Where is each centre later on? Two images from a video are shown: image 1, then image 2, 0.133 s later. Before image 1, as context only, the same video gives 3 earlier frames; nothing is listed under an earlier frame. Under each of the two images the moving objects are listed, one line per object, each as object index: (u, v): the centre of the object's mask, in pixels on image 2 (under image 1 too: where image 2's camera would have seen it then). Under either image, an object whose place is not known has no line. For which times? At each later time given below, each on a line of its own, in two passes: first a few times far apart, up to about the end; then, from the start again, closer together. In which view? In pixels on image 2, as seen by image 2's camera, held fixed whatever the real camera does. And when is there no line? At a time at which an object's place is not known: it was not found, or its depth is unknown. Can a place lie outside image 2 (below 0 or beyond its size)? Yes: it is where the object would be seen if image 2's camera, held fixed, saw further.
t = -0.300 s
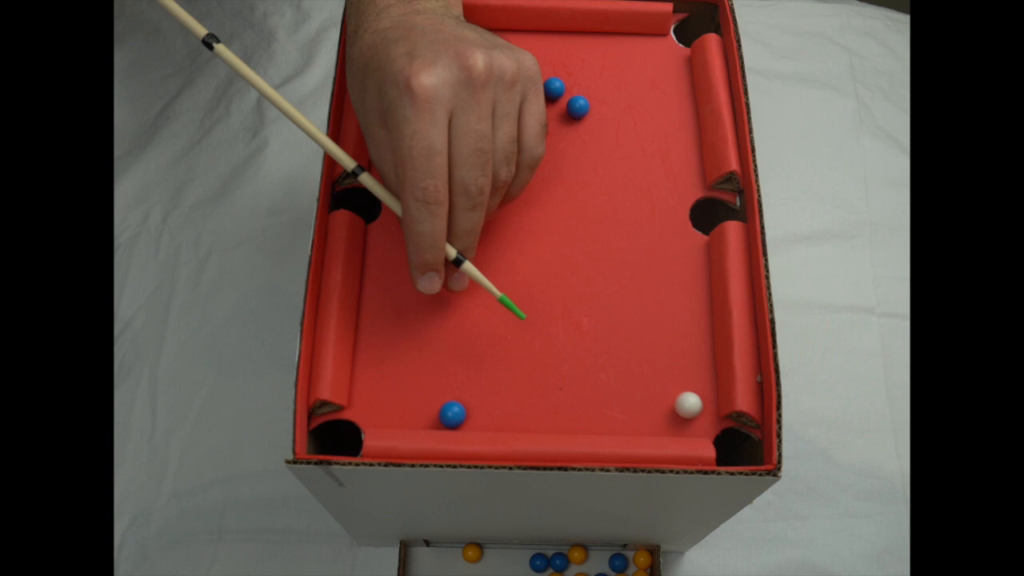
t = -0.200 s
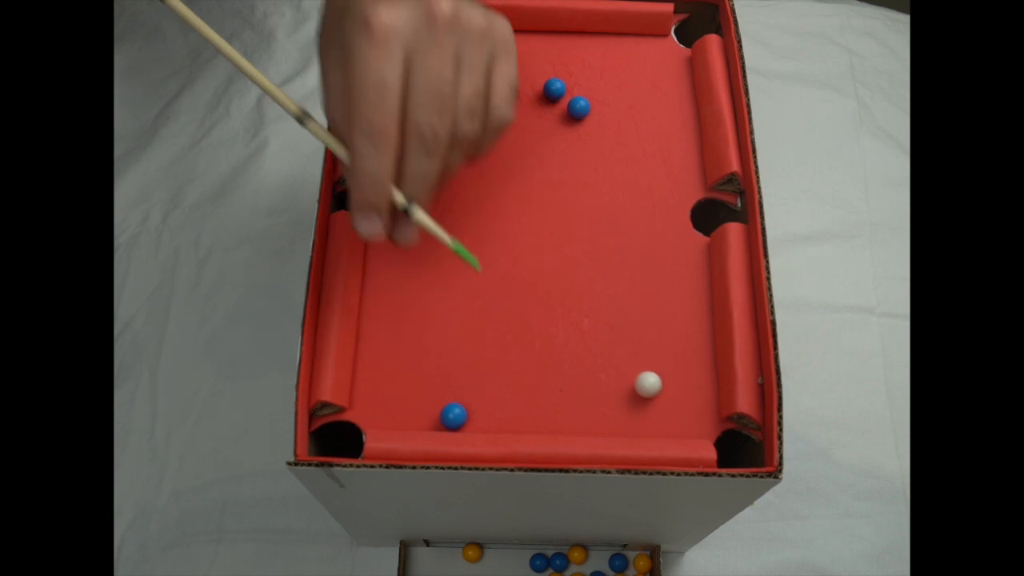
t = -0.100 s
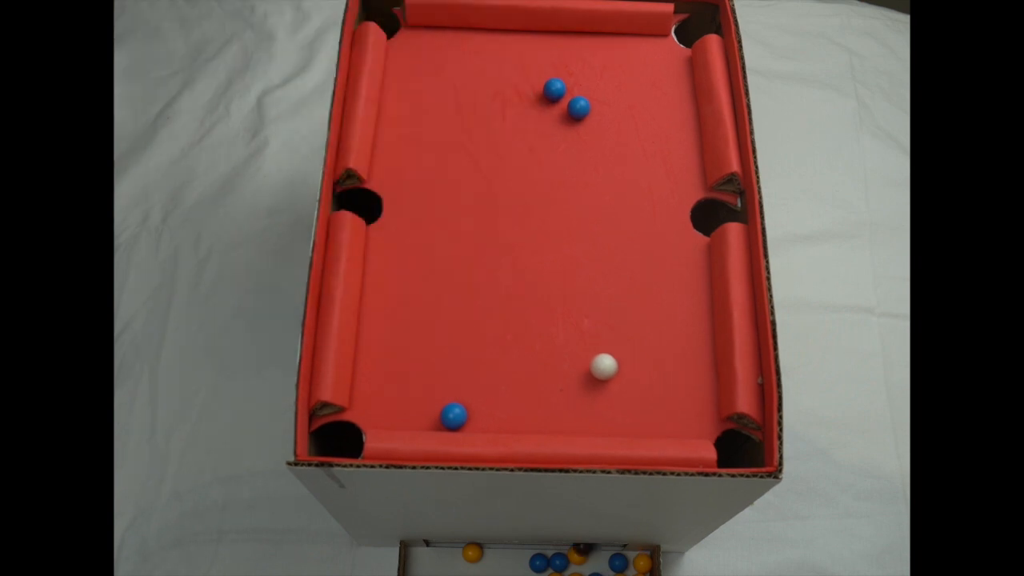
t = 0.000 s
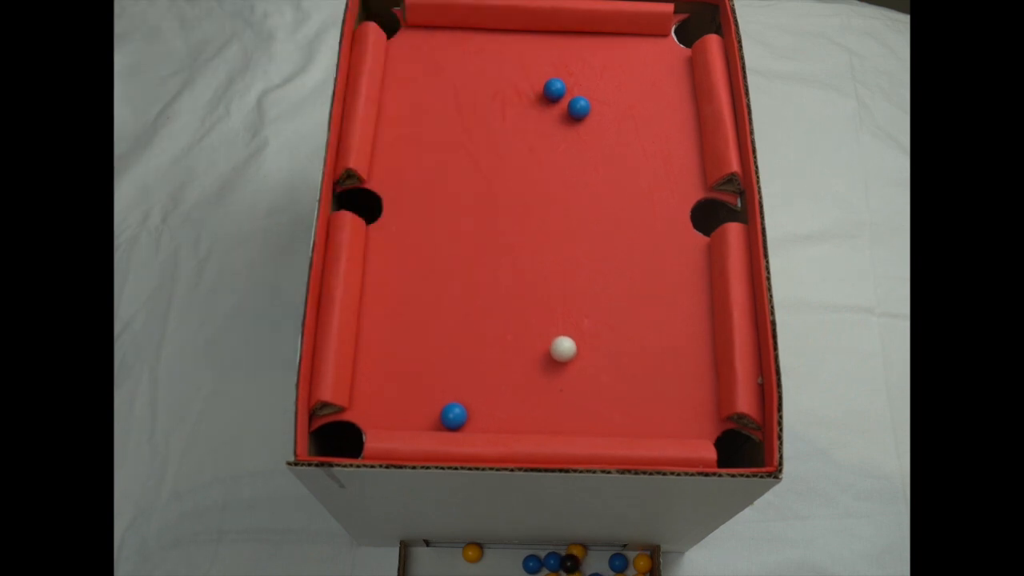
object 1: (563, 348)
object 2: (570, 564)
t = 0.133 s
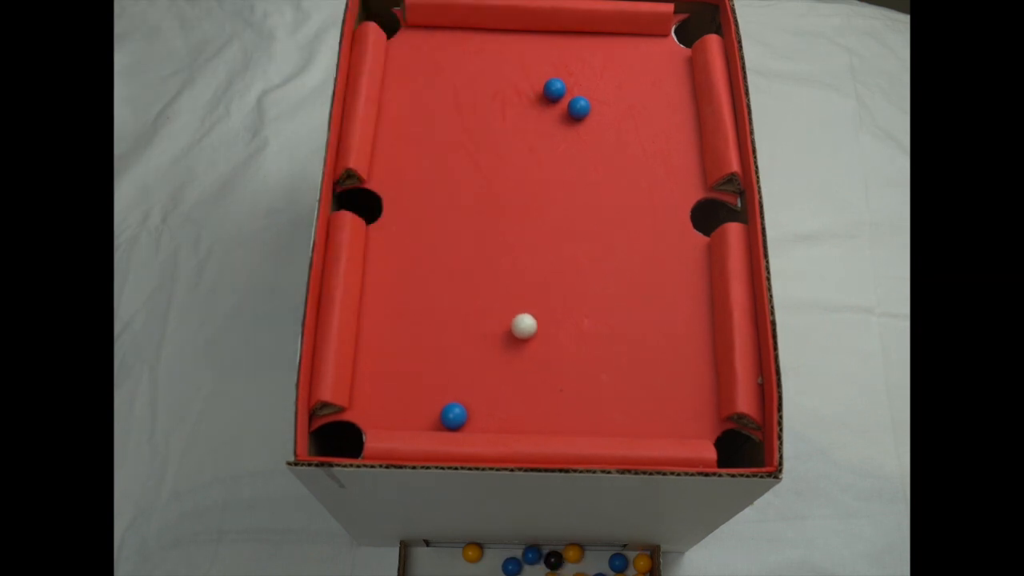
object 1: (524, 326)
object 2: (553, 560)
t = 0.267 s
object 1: (508, 312)
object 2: (542, 551)
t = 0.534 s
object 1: (537, 311)
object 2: (550, 556)
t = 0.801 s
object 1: (570, 332)
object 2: (547, 552)
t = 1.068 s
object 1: (590, 341)
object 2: (547, 552)
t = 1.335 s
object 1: (590, 342)
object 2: (547, 552)
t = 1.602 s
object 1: (590, 342)
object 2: (547, 552)
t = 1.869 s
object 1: (590, 342)
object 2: (547, 552)
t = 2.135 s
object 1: (590, 342)
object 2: (547, 552)
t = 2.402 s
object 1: (590, 342)
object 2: (547, 552)
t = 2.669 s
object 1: (590, 342)
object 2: (547, 552)
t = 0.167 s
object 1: (516, 322)
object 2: (550, 559)
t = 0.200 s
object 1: (511, 318)
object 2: (546, 556)
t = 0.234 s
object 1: (508, 315)
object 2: (544, 553)
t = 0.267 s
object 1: (508, 312)
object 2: (542, 551)
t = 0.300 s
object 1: (509, 310)
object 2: (542, 551)
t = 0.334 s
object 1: (512, 308)
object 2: (543, 551)
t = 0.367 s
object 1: (516, 307)
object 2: (546, 551)
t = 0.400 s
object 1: (520, 305)
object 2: (548, 551)
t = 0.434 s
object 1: (525, 305)
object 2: (550, 552)
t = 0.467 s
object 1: (530, 306)
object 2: (550, 554)
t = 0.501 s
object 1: (533, 308)
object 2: (550, 555)
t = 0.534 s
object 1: (537, 311)
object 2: (550, 556)
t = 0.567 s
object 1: (540, 315)
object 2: (549, 555)
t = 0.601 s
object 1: (544, 320)
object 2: (549, 554)
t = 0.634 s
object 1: (548, 323)
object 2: (548, 553)
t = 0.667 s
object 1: (551, 326)
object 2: (547, 552)
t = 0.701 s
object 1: (555, 328)
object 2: (547, 552)
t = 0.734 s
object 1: (560, 329)
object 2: (548, 552)
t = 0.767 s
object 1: (565, 331)
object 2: (548, 552)
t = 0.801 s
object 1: (570, 332)
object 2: (547, 552)
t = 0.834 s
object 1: (575, 333)
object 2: (547, 552)
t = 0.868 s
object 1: (579, 334)
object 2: (546, 552)
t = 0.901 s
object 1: (582, 335)
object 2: (547, 552)
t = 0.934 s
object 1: (585, 336)
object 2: (547, 552)
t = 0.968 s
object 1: (587, 338)
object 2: (547, 552)
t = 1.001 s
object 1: (588, 339)
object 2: (547, 552)
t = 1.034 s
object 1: (589, 340)
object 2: (547, 552)
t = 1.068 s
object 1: (590, 341)
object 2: (547, 552)
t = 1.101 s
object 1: (590, 341)
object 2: (547, 552)
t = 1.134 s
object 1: (590, 342)
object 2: (547, 552)
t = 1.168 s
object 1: (590, 342)
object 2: (547, 552)
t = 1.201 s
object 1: (590, 342)
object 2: (547, 552)
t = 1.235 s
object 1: (590, 342)
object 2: (547, 552)
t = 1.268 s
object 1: (590, 342)
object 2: (547, 552)
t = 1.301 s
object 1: (590, 342)
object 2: (547, 552)
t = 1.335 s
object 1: (590, 342)
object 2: (547, 552)
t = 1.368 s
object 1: (590, 342)
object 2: (547, 552)
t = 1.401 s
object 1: (590, 342)
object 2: (547, 552)
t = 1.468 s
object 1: (590, 342)
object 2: (547, 552)
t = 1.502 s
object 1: (590, 342)
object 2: (547, 552)
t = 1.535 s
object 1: (590, 342)
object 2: (547, 552)
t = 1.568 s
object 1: (590, 342)
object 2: (547, 552)
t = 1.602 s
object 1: (590, 342)
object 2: (547, 552)
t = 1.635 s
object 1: (590, 342)
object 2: (547, 552)
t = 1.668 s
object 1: (590, 342)
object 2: (547, 552)
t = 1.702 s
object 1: (590, 342)
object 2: (547, 552)
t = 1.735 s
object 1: (590, 342)
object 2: (547, 552)
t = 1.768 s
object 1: (590, 342)
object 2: (547, 552)
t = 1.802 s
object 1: (590, 342)
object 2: (547, 552)
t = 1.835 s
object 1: (590, 342)
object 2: (547, 552)
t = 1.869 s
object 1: (590, 342)
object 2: (547, 552)
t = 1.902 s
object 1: (590, 342)
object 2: (547, 552)
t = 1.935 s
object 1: (590, 342)
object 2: (547, 552)
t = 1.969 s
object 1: (590, 342)
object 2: (547, 552)
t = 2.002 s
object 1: (590, 342)
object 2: (547, 552)
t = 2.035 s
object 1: (590, 342)
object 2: (547, 552)
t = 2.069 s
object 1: (590, 342)
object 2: (547, 552)
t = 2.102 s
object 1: (590, 342)
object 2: (547, 552)
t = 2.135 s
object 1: (590, 342)
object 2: (547, 552)
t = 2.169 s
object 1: (590, 342)
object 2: (547, 552)
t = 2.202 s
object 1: (590, 342)
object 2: (547, 552)
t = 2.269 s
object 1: (590, 342)
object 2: (547, 552)
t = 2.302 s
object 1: (590, 342)
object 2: (547, 552)
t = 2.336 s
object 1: (590, 342)
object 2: (547, 552)
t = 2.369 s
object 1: (590, 342)
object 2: (547, 552)
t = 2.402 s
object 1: (590, 342)
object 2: (547, 552)
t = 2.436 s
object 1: (590, 342)
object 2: (547, 552)
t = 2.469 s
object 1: (590, 342)
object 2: (547, 552)
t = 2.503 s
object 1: (590, 342)
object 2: (547, 552)
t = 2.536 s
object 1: (590, 342)
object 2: (547, 552)
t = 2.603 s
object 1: (590, 342)
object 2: (547, 552)
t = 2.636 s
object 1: (590, 342)
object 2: (547, 552)
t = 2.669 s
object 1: (590, 342)
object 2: (547, 552)
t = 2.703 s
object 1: (590, 342)
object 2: (547, 552)
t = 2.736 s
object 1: (590, 342)
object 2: (547, 552)
